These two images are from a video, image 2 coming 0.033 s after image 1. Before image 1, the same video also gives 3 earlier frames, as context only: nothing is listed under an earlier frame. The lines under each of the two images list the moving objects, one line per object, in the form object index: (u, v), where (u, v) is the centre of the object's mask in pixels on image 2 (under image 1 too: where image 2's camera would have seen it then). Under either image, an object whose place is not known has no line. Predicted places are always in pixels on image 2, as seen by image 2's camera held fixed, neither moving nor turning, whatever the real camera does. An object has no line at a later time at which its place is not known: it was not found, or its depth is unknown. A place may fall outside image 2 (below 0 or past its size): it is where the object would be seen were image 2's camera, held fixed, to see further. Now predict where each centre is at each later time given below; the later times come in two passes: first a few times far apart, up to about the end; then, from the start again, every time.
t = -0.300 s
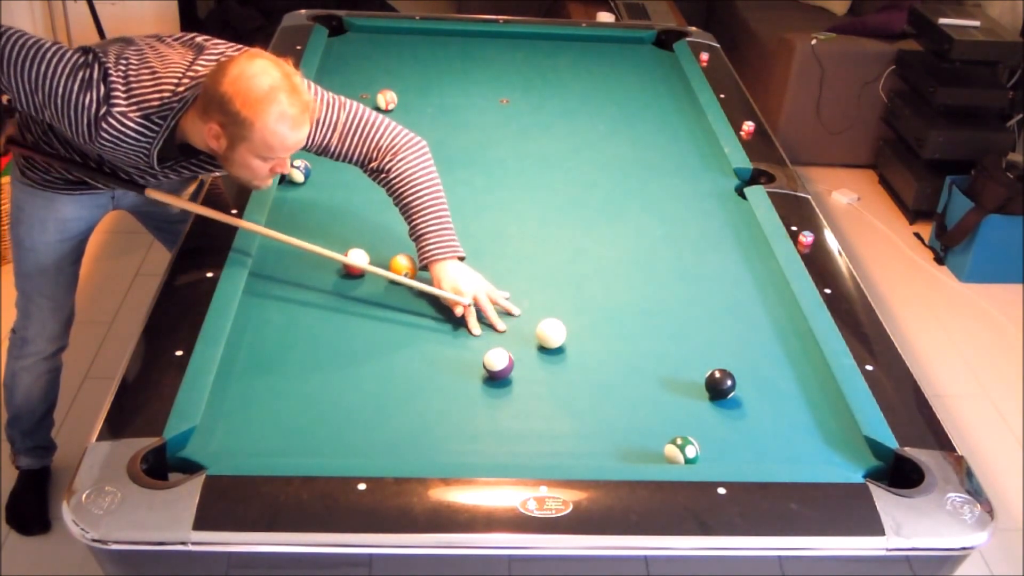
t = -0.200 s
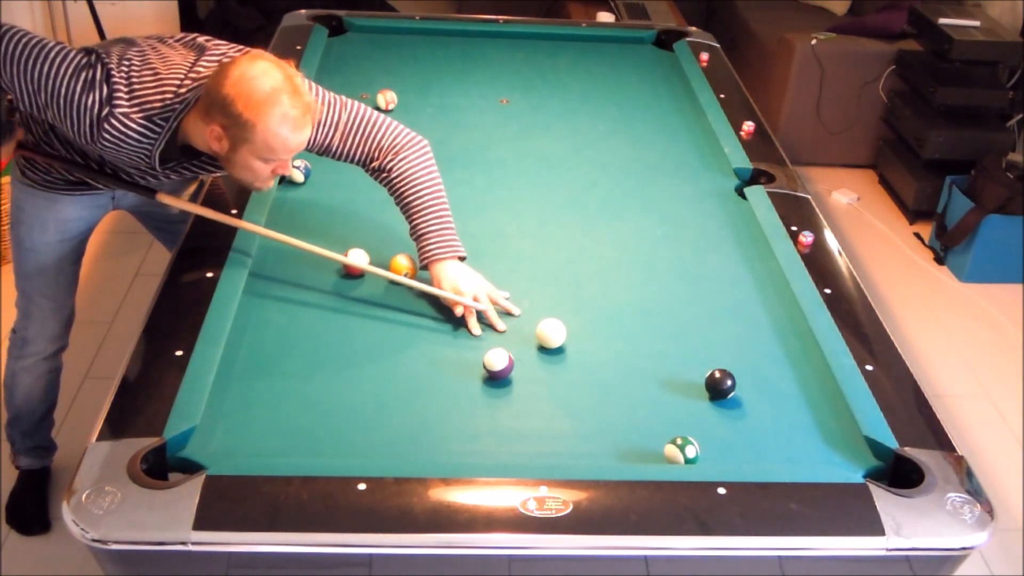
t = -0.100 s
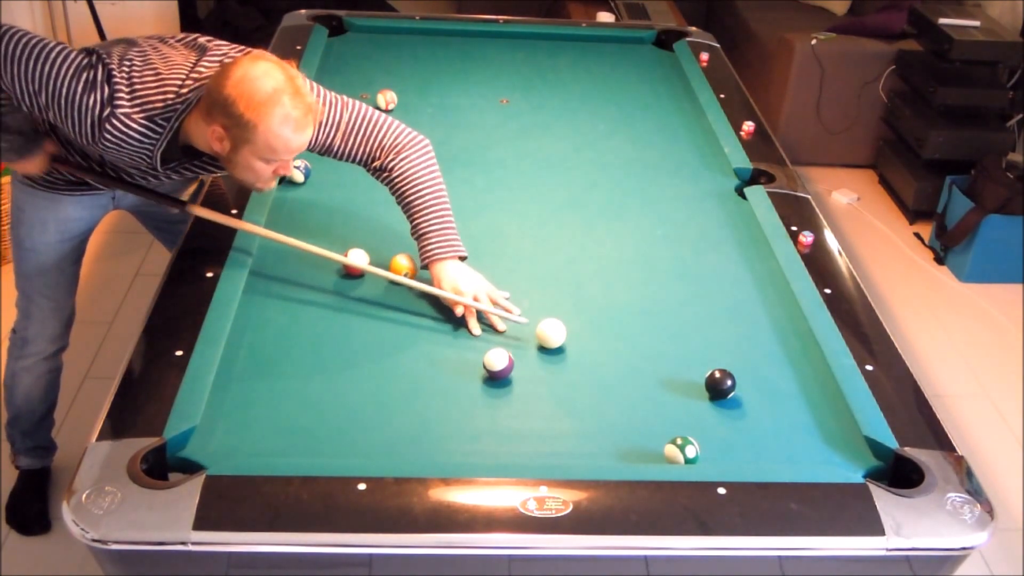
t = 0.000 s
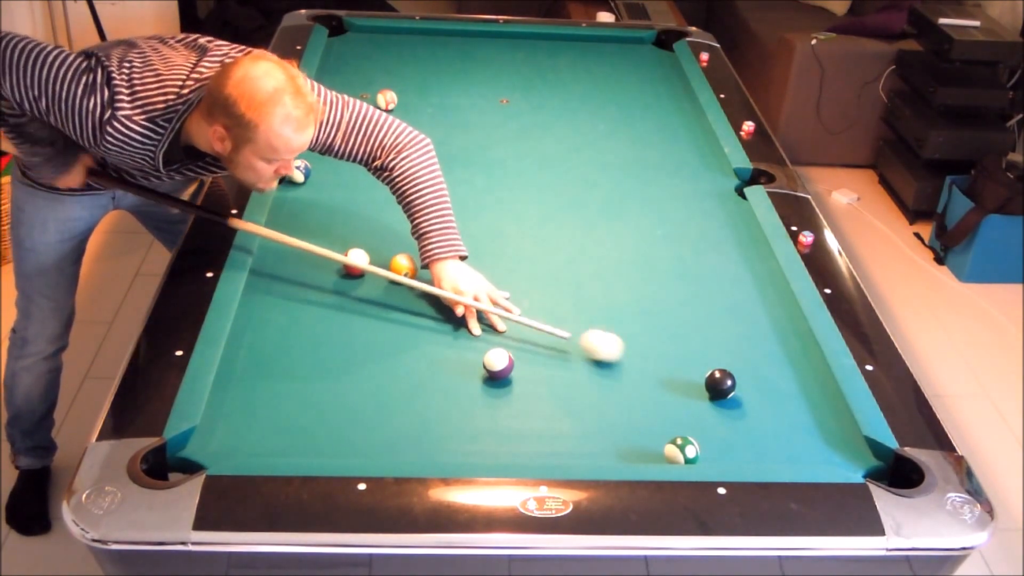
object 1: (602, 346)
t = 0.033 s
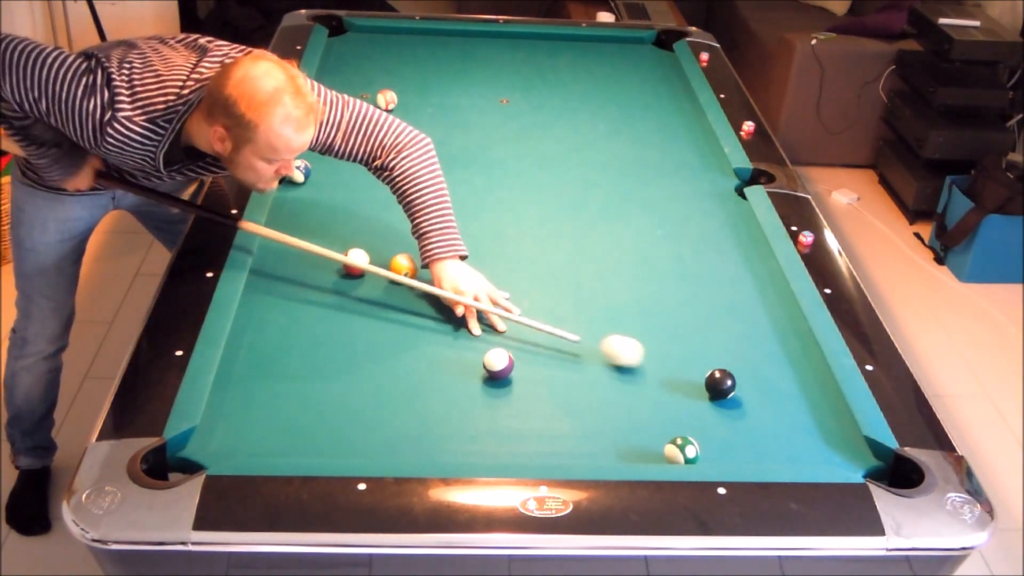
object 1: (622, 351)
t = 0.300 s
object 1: (725, 363)
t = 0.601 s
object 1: (794, 356)
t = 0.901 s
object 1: (777, 351)
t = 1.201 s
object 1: (740, 347)
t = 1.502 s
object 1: (706, 343)
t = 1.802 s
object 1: (677, 340)
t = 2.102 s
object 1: (651, 337)
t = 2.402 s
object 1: (628, 336)
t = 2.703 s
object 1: (609, 334)
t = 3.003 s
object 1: (593, 334)
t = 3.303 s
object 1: (580, 334)
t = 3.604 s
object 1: (571, 334)
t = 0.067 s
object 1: (643, 356)
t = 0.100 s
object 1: (664, 361)
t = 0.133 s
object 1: (684, 366)
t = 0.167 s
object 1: (698, 368)
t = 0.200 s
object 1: (703, 366)
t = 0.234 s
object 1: (710, 365)
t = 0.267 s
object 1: (717, 364)
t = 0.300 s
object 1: (725, 363)
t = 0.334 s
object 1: (733, 362)
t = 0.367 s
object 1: (741, 361)
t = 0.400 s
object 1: (749, 361)
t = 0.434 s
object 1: (757, 360)
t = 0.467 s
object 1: (764, 359)
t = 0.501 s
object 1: (772, 358)
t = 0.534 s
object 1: (779, 358)
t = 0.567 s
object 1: (786, 357)
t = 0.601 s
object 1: (794, 356)
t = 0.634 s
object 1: (801, 355)
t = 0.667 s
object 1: (807, 354)
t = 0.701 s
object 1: (804, 354)
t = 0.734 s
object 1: (799, 354)
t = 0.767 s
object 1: (795, 353)
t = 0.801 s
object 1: (790, 353)
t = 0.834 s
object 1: (786, 352)
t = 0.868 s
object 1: (781, 351)
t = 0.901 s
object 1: (777, 351)
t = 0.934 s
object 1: (773, 350)
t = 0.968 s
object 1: (768, 350)
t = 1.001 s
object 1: (764, 349)
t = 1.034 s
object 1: (760, 349)
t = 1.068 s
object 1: (756, 348)
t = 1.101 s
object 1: (752, 348)
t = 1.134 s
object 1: (748, 348)
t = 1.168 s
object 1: (744, 347)
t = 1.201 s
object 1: (740, 347)
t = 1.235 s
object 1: (736, 346)
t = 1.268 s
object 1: (732, 346)
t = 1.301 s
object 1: (728, 345)
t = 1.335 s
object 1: (724, 345)
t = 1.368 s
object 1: (721, 344)
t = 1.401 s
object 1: (717, 344)
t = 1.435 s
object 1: (713, 344)
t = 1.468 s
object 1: (710, 343)
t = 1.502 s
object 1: (706, 343)
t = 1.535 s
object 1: (703, 343)
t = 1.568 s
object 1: (700, 342)
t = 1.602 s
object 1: (696, 342)
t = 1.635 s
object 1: (693, 342)
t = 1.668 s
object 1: (690, 341)
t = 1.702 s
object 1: (686, 341)
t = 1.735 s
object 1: (683, 340)
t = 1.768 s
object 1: (680, 340)
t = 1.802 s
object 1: (677, 340)
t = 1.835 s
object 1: (674, 340)
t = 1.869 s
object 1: (671, 339)
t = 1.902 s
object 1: (668, 339)
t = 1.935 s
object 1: (665, 339)
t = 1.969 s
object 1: (662, 339)
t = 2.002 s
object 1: (659, 338)
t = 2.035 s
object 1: (656, 338)
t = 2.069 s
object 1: (654, 338)
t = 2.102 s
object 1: (651, 337)
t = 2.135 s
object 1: (648, 337)
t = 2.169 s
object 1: (646, 337)
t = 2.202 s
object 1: (643, 337)
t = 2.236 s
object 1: (640, 337)
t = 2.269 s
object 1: (638, 336)
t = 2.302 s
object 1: (635, 336)
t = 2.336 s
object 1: (633, 336)
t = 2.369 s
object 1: (631, 336)
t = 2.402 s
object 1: (628, 336)
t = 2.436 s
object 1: (626, 335)
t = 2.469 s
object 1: (624, 335)
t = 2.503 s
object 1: (621, 335)
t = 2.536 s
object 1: (619, 335)
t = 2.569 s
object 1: (617, 335)
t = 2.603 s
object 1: (615, 335)
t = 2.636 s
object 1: (613, 335)
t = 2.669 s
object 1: (611, 334)
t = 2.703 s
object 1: (609, 334)
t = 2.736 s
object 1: (607, 334)
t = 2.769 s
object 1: (605, 334)
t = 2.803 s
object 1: (603, 334)
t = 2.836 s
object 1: (601, 334)
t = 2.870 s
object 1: (600, 334)
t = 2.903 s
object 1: (598, 334)
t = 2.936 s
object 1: (596, 334)
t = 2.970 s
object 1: (594, 334)
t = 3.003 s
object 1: (593, 334)
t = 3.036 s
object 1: (591, 334)
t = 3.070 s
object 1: (590, 334)
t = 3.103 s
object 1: (588, 334)
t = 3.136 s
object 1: (587, 334)
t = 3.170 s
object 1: (585, 334)
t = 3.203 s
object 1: (584, 334)
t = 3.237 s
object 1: (583, 334)
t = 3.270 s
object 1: (581, 334)
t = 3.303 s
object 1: (580, 334)
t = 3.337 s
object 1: (579, 334)
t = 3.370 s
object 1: (578, 334)
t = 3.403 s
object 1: (577, 334)
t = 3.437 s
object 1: (576, 334)
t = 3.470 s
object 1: (575, 334)
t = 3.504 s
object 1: (574, 334)
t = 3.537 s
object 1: (573, 334)
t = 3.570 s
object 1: (572, 334)
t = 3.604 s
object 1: (571, 334)
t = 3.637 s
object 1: (570, 335)
